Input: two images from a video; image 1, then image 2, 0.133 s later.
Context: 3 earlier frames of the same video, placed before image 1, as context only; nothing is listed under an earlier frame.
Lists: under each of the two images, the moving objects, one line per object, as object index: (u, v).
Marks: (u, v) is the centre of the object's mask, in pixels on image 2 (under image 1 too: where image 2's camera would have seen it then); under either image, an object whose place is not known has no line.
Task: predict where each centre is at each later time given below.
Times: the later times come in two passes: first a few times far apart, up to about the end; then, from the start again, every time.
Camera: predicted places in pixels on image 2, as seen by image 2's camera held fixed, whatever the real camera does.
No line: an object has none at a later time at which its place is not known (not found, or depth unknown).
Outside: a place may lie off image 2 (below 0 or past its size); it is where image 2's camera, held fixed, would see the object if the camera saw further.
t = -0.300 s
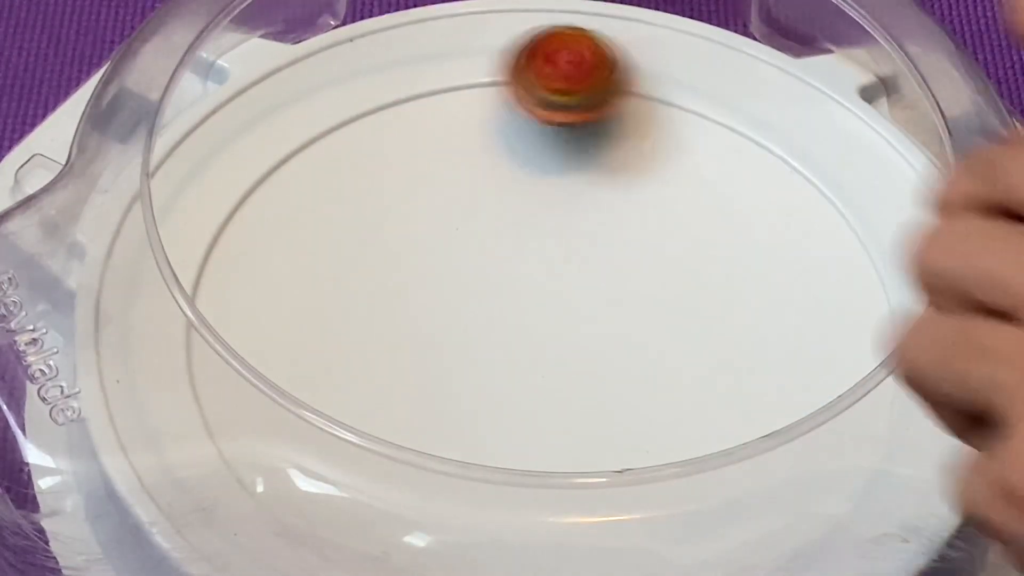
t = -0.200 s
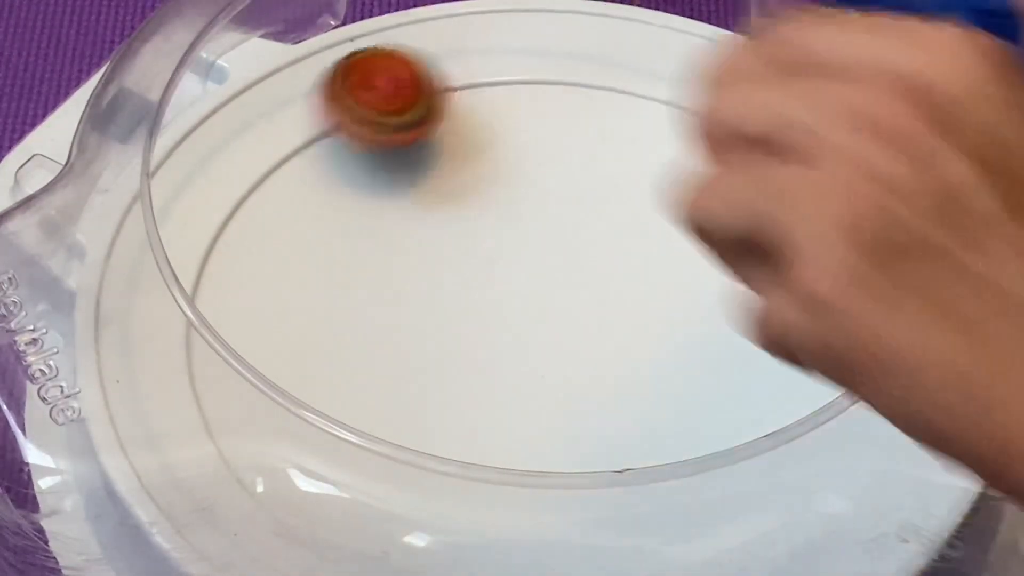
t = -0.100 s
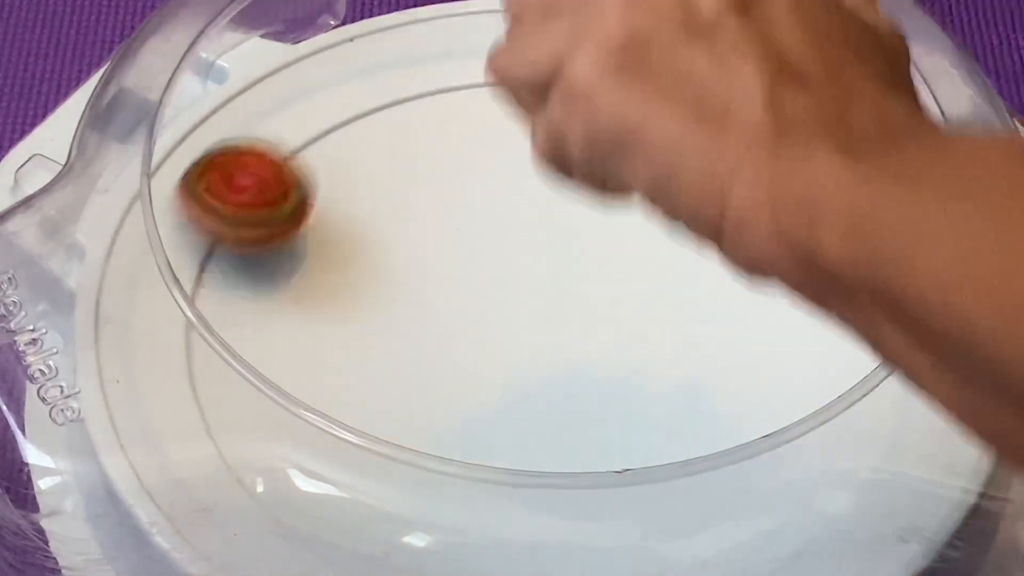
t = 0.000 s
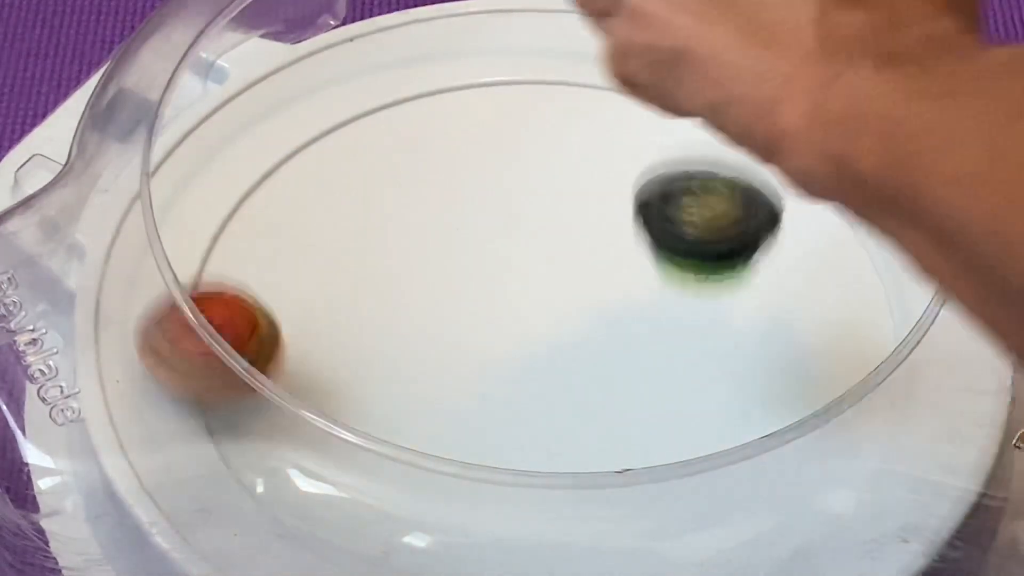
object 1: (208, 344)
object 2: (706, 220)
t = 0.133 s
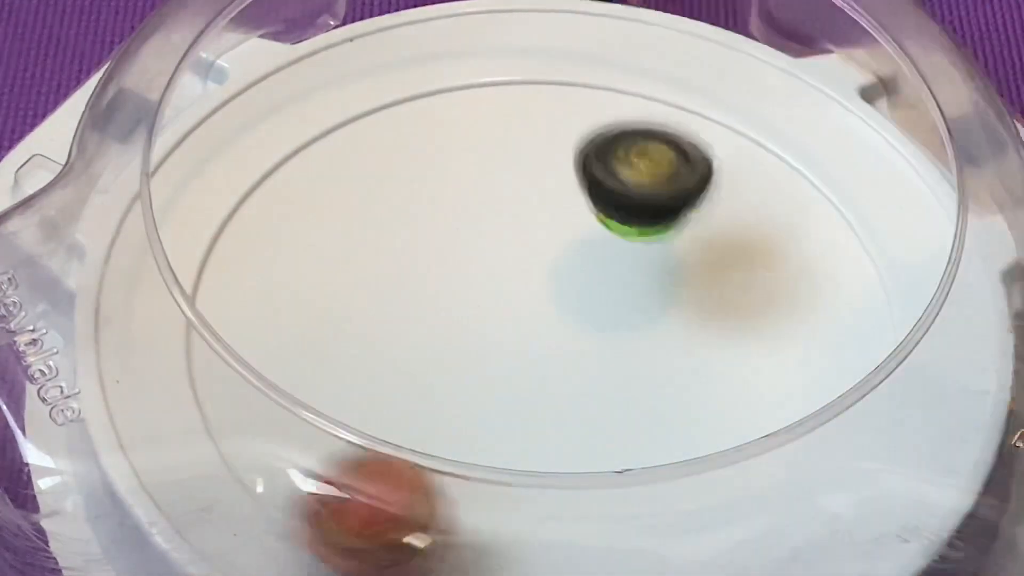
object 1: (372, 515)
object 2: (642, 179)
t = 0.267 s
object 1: (662, 529)
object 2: (532, 148)
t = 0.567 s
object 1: (761, 157)
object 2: (355, 272)
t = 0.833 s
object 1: (325, 138)
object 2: (511, 427)
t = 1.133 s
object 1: (414, 513)
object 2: (698, 251)
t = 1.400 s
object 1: (794, 363)
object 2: (505, 163)
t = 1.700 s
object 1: (551, 127)
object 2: (419, 377)
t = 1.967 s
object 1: (321, 319)
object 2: (705, 394)
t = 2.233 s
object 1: (628, 487)
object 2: (672, 225)
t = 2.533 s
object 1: (707, 213)
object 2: (422, 286)
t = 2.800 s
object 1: (396, 213)
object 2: (536, 449)
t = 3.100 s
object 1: (495, 430)
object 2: (716, 310)
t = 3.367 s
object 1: (666, 330)
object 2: (478, 210)
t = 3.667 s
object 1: (508, 268)
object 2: (391, 388)
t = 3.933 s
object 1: (507, 338)
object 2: (644, 393)
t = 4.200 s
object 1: (546, 333)
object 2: (565, 188)
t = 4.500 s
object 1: (543, 323)
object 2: (385, 278)
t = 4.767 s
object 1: (580, 307)
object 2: (483, 423)
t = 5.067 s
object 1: (545, 242)
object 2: (667, 361)
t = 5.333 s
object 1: (420, 143)
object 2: (731, 399)
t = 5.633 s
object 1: (445, 330)
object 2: (658, 363)
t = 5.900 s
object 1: (494, 347)
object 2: (658, 323)
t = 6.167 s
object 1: (463, 339)
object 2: (632, 358)
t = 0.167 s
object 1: (443, 531)
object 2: (618, 169)
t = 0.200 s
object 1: (514, 536)
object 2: (593, 179)
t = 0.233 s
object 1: (589, 534)
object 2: (564, 162)
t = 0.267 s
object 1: (662, 529)
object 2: (532, 148)
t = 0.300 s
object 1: (725, 515)
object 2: (502, 143)
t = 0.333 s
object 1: (775, 473)
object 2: (472, 139)
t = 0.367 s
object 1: (812, 431)
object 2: (445, 146)
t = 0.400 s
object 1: (834, 381)
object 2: (420, 153)
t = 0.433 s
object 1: (839, 328)
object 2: (400, 171)
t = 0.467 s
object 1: (840, 281)
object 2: (385, 188)
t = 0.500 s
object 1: (824, 236)
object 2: (373, 210)
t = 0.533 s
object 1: (798, 192)
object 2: (362, 239)
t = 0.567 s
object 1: (761, 157)
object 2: (355, 272)
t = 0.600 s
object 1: (713, 126)
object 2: (355, 299)
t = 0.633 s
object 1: (656, 101)
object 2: (362, 330)
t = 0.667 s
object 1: (599, 86)
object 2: (375, 366)
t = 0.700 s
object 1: (542, 79)
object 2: (394, 386)
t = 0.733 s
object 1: (484, 81)
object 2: (420, 403)
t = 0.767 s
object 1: (426, 92)
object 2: (446, 415)
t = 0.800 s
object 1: (371, 111)
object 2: (479, 424)
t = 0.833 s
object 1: (325, 138)
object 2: (511, 427)
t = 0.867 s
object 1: (289, 171)
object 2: (547, 427)
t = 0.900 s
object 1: (260, 213)
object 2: (582, 424)
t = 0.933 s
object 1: (242, 260)
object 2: (612, 411)
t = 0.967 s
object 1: (247, 298)
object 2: (640, 395)
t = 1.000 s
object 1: (247, 347)
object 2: (664, 370)
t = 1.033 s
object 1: (264, 396)
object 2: (682, 343)
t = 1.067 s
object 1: (303, 435)
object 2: (695, 313)
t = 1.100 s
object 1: (350, 486)
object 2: (701, 282)
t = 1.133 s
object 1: (414, 513)
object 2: (698, 251)
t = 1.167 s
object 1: (477, 525)
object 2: (689, 220)
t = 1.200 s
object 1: (540, 521)
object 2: (673, 198)
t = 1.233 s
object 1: (604, 528)
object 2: (651, 178)
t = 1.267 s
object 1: (658, 503)
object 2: (626, 164)
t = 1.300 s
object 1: (711, 478)
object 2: (596, 152)
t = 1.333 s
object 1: (750, 441)
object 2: (565, 148)
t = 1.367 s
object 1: (778, 403)
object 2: (536, 152)
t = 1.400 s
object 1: (794, 363)
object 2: (505, 163)
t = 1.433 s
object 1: (803, 328)
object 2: (476, 179)
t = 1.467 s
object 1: (796, 284)
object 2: (450, 198)
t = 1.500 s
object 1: (780, 246)
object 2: (426, 221)
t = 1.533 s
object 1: (755, 213)
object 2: (407, 245)
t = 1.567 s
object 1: (719, 184)
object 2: (397, 274)
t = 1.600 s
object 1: (681, 160)
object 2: (391, 301)
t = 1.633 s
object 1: (640, 142)
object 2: (392, 327)
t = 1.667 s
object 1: (597, 131)
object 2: (402, 350)
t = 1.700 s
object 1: (551, 127)
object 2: (419, 377)
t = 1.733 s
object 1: (504, 130)
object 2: (447, 398)
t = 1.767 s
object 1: (457, 142)
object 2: (477, 411)
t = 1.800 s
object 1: (417, 157)
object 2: (512, 419)
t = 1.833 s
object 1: (380, 180)
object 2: (555, 426)
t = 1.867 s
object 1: (352, 209)
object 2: (593, 425)
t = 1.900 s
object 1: (332, 242)
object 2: (631, 420)
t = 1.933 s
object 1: (321, 281)
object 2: (669, 409)
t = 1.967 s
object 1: (321, 319)
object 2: (705, 394)
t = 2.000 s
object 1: (334, 359)
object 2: (729, 378)
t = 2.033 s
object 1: (362, 388)
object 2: (742, 352)
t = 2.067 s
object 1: (388, 428)
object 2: (747, 330)
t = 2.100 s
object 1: (432, 456)
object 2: (745, 308)
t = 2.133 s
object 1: (476, 482)
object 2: (735, 284)
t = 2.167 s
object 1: (526, 489)
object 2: (721, 261)
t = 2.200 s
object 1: (579, 490)
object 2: (700, 242)
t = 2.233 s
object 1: (628, 487)
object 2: (672, 225)
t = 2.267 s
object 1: (672, 462)
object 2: (640, 213)
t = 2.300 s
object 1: (710, 439)
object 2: (607, 205)
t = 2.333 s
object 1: (734, 403)
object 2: (575, 202)
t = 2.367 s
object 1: (759, 379)
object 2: (543, 205)
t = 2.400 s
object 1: (770, 346)
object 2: (512, 213)
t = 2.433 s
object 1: (769, 309)
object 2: (482, 226)
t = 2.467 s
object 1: (758, 274)
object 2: (456, 244)
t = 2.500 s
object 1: (736, 241)
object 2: (436, 263)
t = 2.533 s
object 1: (707, 213)
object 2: (422, 286)
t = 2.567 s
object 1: (671, 191)
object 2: (413, 309)
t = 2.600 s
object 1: (632, 175)
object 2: (411, 336)
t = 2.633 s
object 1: (590, 164)
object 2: (416, 357)
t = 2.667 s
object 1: (546, 162)
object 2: (427, 386)
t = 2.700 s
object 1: (504, 166)
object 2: (445, 402)
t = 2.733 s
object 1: (463, 176)
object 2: (471, 416)
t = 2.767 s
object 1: (427, 191)
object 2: (502, 428)
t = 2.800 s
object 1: (396, 213)
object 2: (536, 449)
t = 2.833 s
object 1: (370, 237)
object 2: (570, 451)
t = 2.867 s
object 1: (352, 265)
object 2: (605, 449)
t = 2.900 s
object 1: (343, 296)
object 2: (637, 429)
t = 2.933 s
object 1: (347, 326)
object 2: (667, 419)
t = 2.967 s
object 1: (360, 358)
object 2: (690, 406)
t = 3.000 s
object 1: (384, 385)
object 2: (708, 389)
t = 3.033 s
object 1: (418, 405)
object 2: (719, 364)
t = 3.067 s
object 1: (455, 420)
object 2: (721, 336)
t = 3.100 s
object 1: (495, 430)
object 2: (716, 310)
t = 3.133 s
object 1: (532, 434)
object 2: (700, 283)
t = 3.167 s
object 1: (567, 433)
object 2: (678, 264)
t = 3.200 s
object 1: (598, 428)
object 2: (648, 243)
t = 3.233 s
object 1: (624, 419)
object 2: (614, 226)
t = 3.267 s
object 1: (642, 404)
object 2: (579, 214)
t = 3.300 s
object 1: (656, 380)
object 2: (545, 207)
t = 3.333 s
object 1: (665, 355)
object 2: (511, 205)
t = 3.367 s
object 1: (666, 330)
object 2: (478, 210)
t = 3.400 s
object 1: (661, 308)
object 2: (448, 217)
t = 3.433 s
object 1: (649, 290)
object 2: (422, 229)
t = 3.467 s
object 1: (632, 275)
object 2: (399, 245)
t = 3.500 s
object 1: (610, 264)
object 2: (380, 269)
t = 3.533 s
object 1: (588, 257)
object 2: (365, 294)
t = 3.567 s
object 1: (566, 255)
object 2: (358, 319)
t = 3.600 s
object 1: (544, 256)
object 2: (359, 346)
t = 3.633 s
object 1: (525, 261)
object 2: (371, 370)
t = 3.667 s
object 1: (508, 268)
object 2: (391, 388)
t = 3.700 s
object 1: (495, 279)
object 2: (418, 403)
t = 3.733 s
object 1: (487, 291)
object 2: (447, 416)
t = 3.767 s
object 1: (483, 303)
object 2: (483, 426)
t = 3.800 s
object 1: (483, 315)
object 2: (522, 431)
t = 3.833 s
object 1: (488, 324)
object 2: (557, 427)
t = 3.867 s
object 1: (494, 331)
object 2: (591, 422)
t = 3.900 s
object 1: (501, 335)
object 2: (621, 411)
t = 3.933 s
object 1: (507, 338)
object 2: (644, 393)
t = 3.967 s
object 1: (512, 339)
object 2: (658, 367)
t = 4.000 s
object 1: (516, 340)
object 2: (666, 339)
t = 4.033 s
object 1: (521, 341)
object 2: (666, 311)
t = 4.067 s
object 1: (526, 341)
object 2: (657, 282)
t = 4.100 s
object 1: (532, 340)
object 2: (643, 255)
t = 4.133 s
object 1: (538, 339)
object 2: (621, 229)
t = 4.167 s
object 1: (543, 336)
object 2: (595, 206)
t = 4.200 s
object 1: (546, 333)
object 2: (565, 188)
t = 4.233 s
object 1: (547, 329)
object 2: (535, 176)
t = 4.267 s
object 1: (546, 326)
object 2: (507, 170)
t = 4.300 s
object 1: (544, 322)
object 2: (476, 169)
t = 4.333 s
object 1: (541, 319)
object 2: (448, 174)
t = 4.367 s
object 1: (540, 318)
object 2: (426, 184)
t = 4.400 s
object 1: (540, 318)
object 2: (407, 202)
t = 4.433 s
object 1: (540, 319)
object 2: (394, 223)
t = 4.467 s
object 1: (541, 320)
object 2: (387, 250)
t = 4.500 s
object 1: (543, 323)
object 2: (385, 278)
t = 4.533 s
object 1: (545, 325)
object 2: (389, 308)
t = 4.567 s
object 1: (545, 326)
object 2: (400, 335)
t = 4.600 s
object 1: (548, 324)
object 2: (407, 360)
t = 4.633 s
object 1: (561, 321)
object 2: (409, 383)
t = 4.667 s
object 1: (571, 317)
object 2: (419, 397)
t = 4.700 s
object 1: (578, 313)
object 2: (435, 409)
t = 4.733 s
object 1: (581, 309)
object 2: (457, 417)
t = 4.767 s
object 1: (580, 307)
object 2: (483, 423)
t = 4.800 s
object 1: (576, 305)
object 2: (511, 424)
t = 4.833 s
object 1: (570, 304)
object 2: (543, 421)
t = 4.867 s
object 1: (562, 303)
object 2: (574, 413)
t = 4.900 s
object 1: (554, 297)
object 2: (600, 396)
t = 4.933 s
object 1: (549, 280)
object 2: (625, 400)
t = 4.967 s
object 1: (544, 265)
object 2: (641, 397)
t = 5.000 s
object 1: (542, 253)
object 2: (654, 390)
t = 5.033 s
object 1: (543, 245)
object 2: (662, 379)
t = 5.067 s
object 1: (545, 242)
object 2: (667, 361)
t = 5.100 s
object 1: (549, 243)
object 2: (668, 347)
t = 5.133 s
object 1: (553, 247)
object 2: (661, 327)
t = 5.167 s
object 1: (544, 239)
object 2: (664, 318)
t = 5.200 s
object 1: (510, 200)
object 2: (690, 337)
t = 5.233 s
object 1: (482, 177)
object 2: (711, 368)
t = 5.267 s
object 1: (457, 156)
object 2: (722, 386)
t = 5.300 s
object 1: (436, 145)
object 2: (728, 394)
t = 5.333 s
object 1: (420, 143)
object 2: (731, 399)
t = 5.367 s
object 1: (405, 148)
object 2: (730, 402)
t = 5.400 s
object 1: (395, 162)
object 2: (728, 404)
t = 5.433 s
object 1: (387, 181)
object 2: (724, 403)
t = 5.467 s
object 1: (383, 206)
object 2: (717, 402)
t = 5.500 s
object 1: (386, 235)
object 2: (710, 399)
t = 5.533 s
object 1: (391, 262)
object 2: (699, 394)
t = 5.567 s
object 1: (405, 289)
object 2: (686, 388)
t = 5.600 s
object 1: (423, 311)
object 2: (672, 374)
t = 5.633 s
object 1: (445, 330)
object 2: (658, 363)
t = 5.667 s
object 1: (472, 344)
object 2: (643, 353)
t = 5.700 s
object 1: (484, 351)
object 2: (641, 342)
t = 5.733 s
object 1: (474, 352)
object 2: (659, 332)
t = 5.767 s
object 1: (469, 352)
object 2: (670, 326)
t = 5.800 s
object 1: (471, 352)
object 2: (673, 322)
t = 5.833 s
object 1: (476, 350)
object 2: (672, 320)
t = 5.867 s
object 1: (485, 349)
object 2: (667, 320)
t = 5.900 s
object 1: (494, 347)
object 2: (658, 323)
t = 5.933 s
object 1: (503, 346)
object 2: (643, 327)
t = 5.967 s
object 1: (489, 343)
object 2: (647, 331)
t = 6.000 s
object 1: (470, 341)
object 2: (655, 335)
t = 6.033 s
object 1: (459, 340)
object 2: (658, 340)
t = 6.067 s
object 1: (454, 339)
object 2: (658, 345)
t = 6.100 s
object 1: (455, 339)
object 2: (653, 349)
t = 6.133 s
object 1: (457, 339)
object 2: (646, 354)
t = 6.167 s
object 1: (463, 339)
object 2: (632, 358)
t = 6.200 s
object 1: (468, 340)
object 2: (618, 360)
